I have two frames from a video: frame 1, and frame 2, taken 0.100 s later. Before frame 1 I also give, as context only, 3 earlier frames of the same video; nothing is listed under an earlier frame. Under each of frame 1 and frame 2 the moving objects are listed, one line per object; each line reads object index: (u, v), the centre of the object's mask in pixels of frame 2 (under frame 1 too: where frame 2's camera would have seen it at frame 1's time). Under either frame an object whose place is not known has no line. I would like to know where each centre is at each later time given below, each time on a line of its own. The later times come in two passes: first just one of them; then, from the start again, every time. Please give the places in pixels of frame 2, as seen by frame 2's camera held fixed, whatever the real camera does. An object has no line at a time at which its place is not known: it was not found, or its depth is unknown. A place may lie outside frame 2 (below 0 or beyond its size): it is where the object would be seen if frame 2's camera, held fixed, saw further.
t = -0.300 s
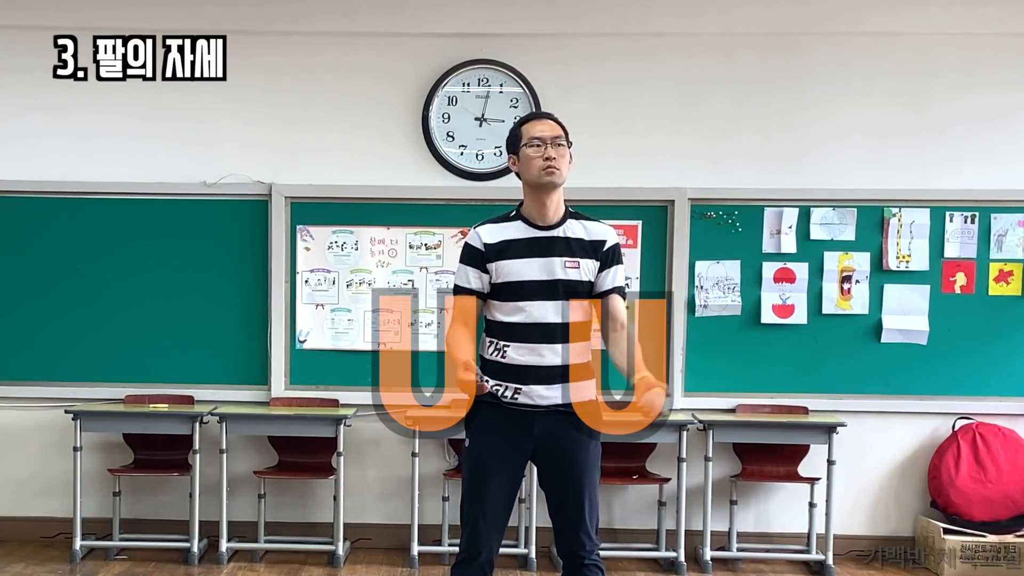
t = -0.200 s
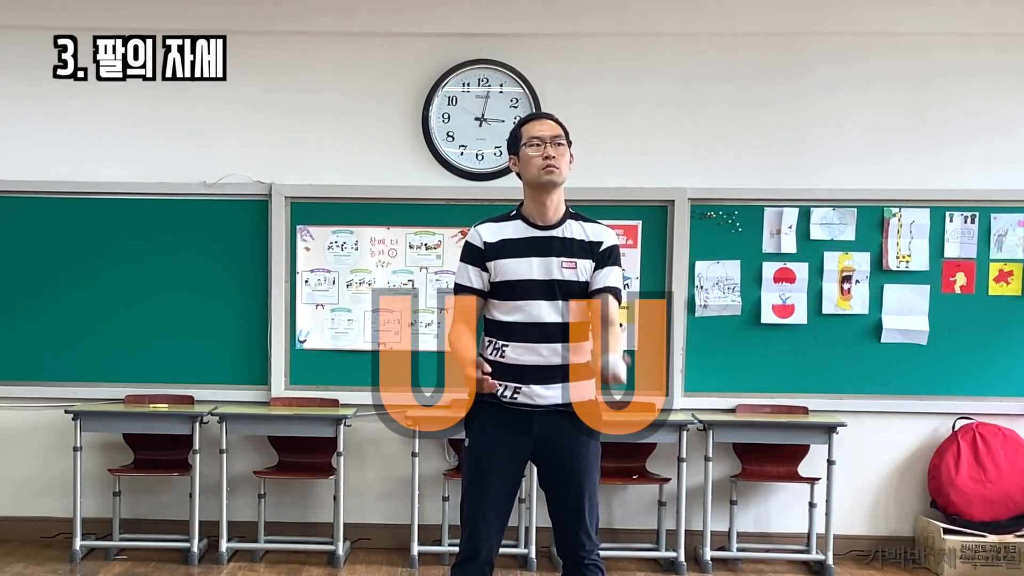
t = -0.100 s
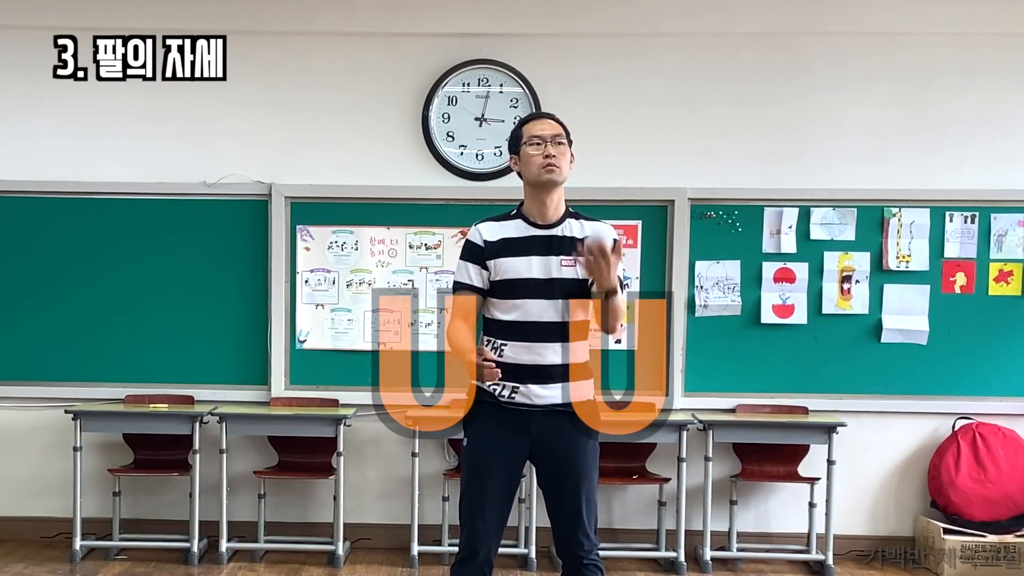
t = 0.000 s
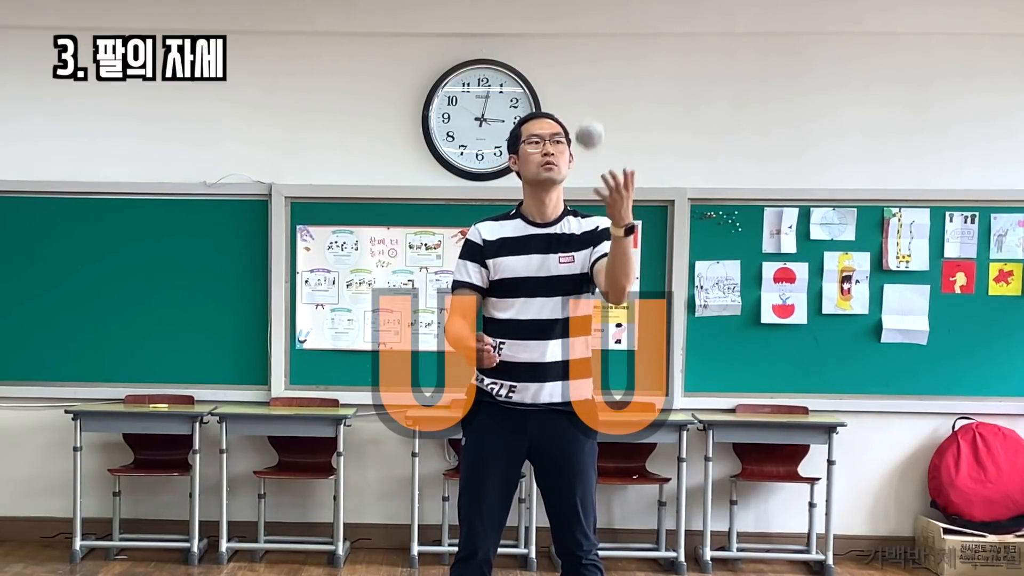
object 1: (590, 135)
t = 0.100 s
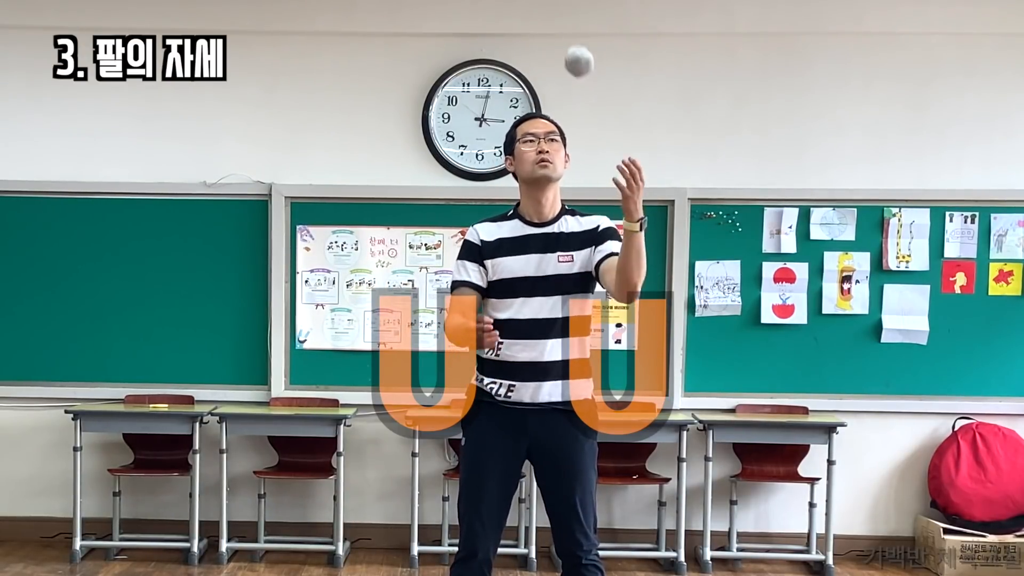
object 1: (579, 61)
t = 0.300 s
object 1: (554, 26)
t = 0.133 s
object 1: (575, 45)
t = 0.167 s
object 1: (571, 33)
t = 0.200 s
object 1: (567, 26)
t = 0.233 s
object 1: (563, 22)
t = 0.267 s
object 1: (558, 22)
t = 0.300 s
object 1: (554, 26)
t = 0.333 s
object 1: (550, 34)
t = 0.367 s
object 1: (545, 47)
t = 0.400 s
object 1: (540, 63)
